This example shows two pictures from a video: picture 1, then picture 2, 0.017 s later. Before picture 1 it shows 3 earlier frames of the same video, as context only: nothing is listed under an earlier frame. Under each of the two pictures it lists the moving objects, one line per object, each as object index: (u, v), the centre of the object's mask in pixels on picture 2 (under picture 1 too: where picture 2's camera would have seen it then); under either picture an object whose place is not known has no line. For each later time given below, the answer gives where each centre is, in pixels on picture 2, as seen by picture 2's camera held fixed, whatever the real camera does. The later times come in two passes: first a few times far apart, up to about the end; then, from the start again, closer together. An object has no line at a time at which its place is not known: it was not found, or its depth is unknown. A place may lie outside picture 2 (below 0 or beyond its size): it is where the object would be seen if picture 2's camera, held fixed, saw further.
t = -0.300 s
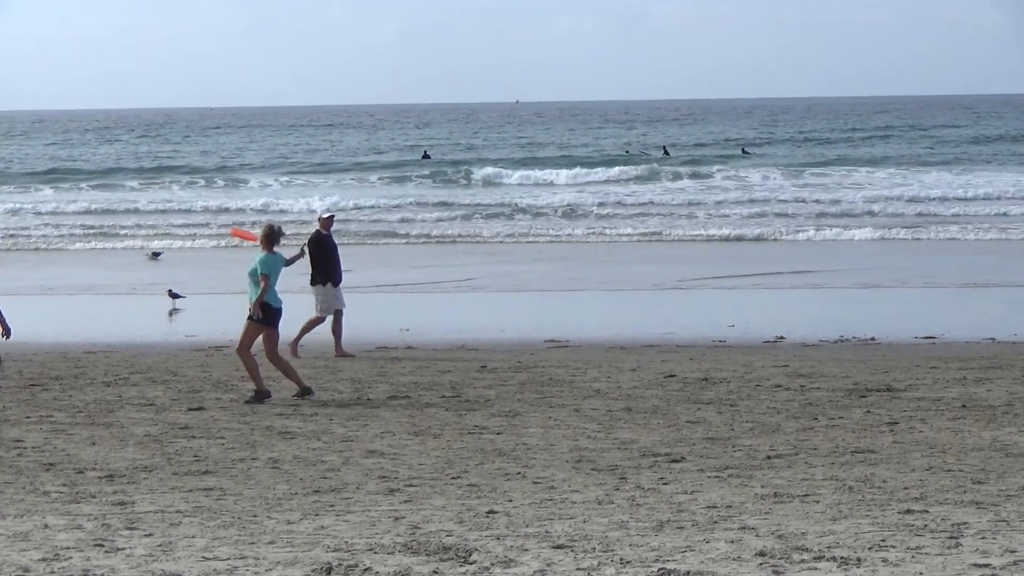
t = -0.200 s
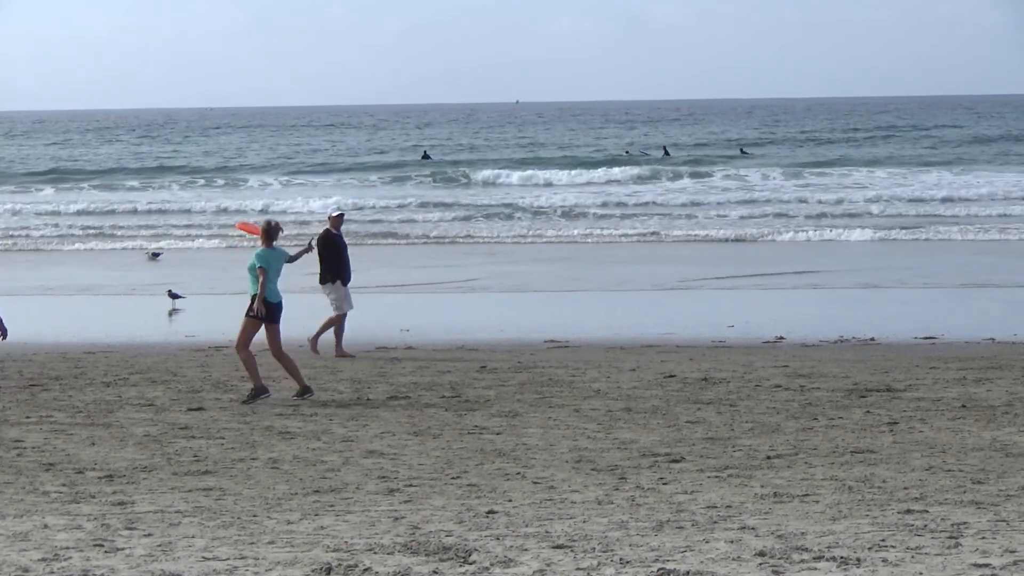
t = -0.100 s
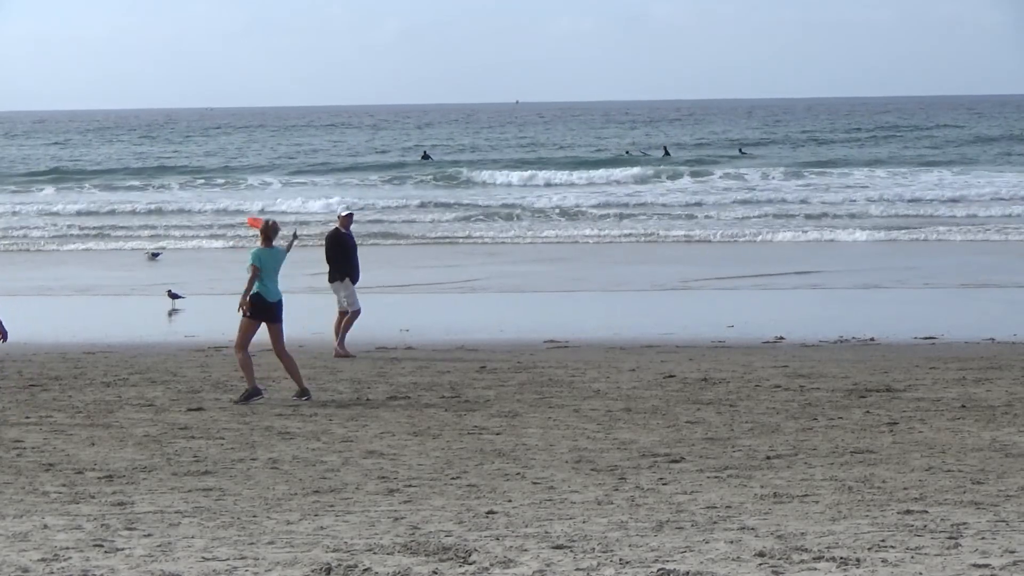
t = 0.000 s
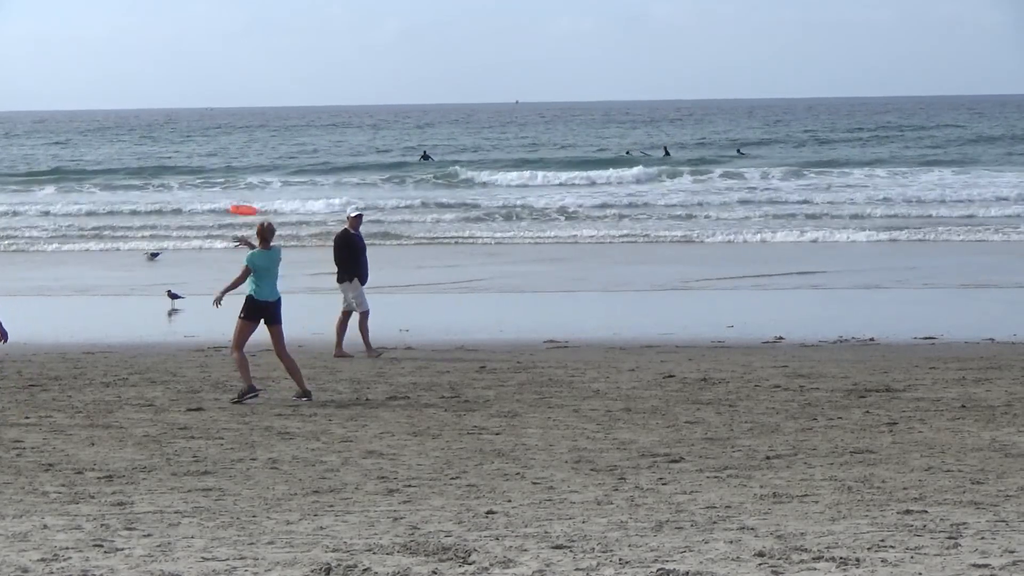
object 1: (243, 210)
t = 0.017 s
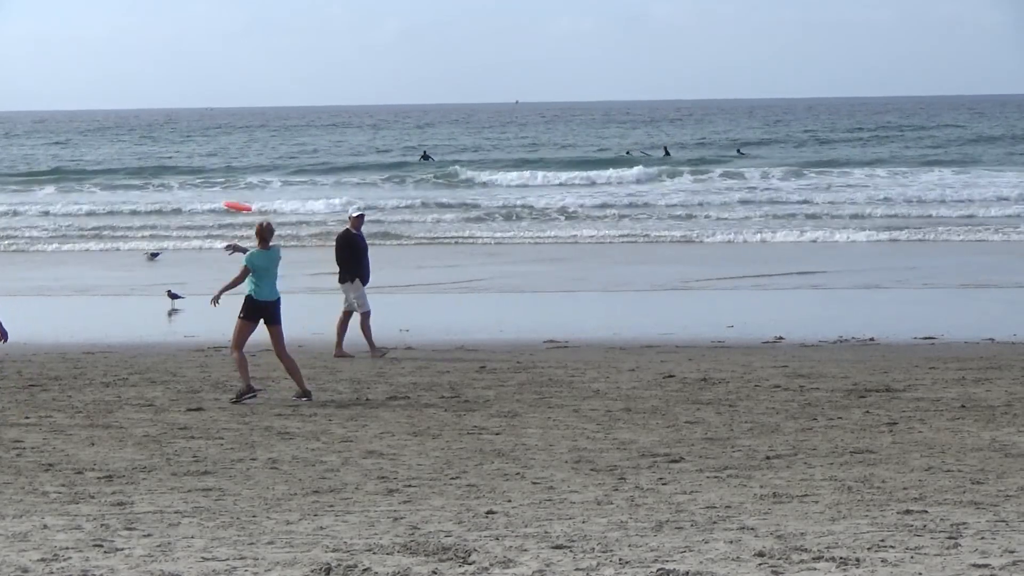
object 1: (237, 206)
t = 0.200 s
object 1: (187, 172)
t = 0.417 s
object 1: (148, 142)
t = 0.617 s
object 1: (130, 127)
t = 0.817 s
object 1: (126, 119)
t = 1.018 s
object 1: (136, 123)
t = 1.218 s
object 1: (159, 139)
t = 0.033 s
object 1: (232, 203)
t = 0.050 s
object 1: (227, 199)
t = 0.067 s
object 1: (222, 195)
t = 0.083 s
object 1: (216, 192)
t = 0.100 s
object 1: (212, 189)
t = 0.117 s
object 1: (207, 186)
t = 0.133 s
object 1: (204, 184)
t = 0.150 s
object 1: (198, 180)
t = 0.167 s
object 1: (195, 178)
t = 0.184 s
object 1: (191, 174)
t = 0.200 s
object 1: (187, 172)
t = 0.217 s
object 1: (182, 170)
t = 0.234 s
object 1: (179, 168)
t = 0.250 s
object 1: (175, 165)
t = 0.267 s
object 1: (173, 162)
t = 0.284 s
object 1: (169, 159)
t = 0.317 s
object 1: (163, 155)
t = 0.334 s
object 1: (160, 153)
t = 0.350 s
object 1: (158, 150)
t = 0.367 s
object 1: (156, 148)
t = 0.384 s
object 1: (154, 147)
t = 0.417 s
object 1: (148, 142)
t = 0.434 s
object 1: (147, 142)
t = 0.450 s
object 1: (144, 140)
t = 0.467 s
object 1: (142, 139)
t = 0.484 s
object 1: (140, 138)
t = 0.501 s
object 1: (138, 137)
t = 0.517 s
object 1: (137, 135)
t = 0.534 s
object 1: (136, 134)
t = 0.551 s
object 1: (135, 133)
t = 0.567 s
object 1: (133, 131)
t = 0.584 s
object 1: (132, 130)
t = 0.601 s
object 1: (131, 129)
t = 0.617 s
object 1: (130, 127)
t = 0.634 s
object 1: (129, 127)
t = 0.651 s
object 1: (128, 125)
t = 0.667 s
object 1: (128, 124)
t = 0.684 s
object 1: (127, 123)
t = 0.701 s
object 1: (127, 122)
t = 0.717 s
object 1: (126, 121)
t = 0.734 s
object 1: (126, 121)
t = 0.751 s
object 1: (126, 120)
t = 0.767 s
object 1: (126, 119)
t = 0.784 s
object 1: (126, 119)
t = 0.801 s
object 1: (126, 119)
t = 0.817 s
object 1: (126, 119)
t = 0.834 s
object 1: (126, 118)
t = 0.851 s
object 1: (127, 118)
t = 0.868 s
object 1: (127, 118)
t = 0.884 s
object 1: (128, 119)
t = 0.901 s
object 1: (129, 119)
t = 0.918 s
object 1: (129, 119)
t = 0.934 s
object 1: (130, 120)
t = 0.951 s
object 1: (131, 120)
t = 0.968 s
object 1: (132, 121)
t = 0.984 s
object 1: (133, 121)
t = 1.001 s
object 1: (135, 122)
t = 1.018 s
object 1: (136, 123)
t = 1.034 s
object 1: (138, 123)
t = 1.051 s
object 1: (139, 125)
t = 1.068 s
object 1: (142, 126)
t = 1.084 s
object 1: (144, 127)
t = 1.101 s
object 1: (146, 128)
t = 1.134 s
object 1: (149, 131)
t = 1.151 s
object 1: (151, 132)
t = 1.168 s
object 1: (152, 134)
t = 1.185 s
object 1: (155, 135)
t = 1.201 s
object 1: (156, 137)
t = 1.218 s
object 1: (159, 139)
